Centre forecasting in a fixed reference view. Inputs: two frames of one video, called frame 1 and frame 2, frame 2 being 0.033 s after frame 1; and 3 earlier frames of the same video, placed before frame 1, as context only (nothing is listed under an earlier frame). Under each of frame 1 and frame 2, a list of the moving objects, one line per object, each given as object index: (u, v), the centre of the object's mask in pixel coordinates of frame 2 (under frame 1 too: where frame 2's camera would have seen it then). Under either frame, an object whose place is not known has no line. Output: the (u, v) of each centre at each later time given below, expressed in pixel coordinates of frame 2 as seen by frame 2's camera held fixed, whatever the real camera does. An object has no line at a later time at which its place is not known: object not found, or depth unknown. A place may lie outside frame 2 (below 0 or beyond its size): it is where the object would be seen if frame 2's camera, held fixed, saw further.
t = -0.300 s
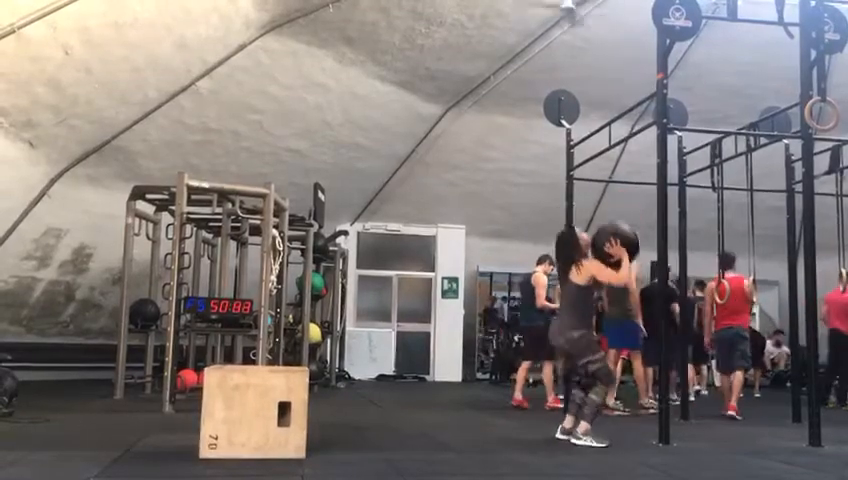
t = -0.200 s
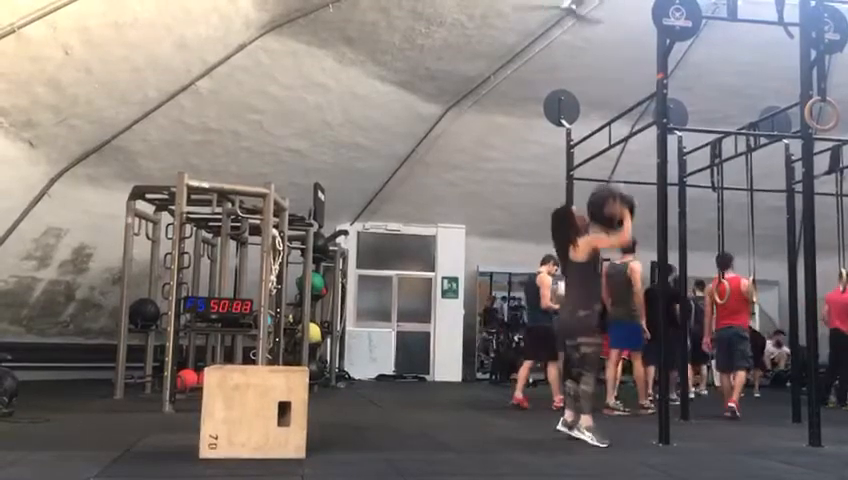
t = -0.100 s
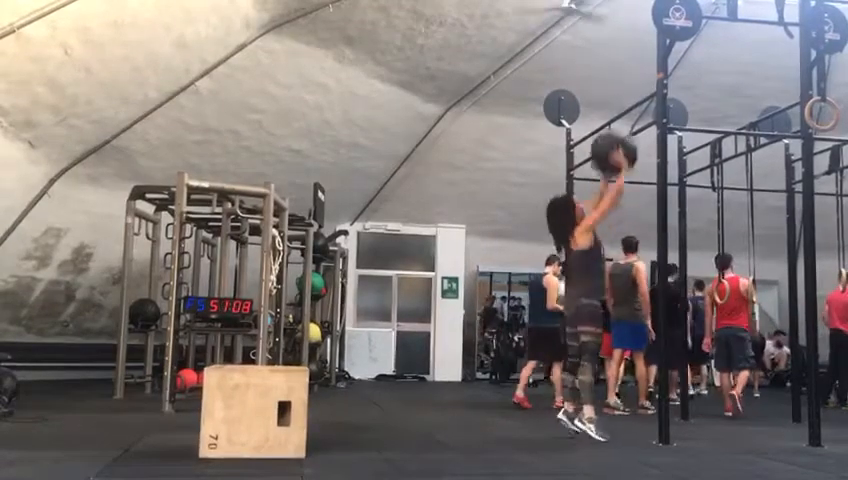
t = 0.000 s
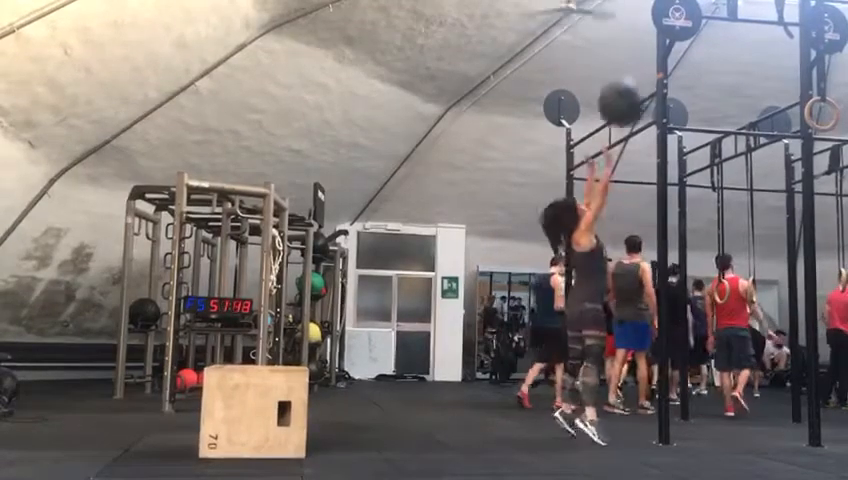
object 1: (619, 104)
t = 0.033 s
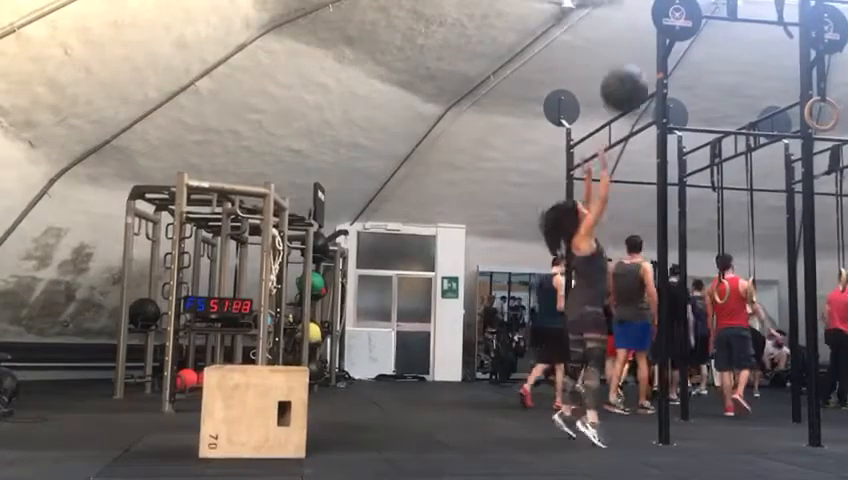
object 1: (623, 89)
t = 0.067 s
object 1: (626, 79)
